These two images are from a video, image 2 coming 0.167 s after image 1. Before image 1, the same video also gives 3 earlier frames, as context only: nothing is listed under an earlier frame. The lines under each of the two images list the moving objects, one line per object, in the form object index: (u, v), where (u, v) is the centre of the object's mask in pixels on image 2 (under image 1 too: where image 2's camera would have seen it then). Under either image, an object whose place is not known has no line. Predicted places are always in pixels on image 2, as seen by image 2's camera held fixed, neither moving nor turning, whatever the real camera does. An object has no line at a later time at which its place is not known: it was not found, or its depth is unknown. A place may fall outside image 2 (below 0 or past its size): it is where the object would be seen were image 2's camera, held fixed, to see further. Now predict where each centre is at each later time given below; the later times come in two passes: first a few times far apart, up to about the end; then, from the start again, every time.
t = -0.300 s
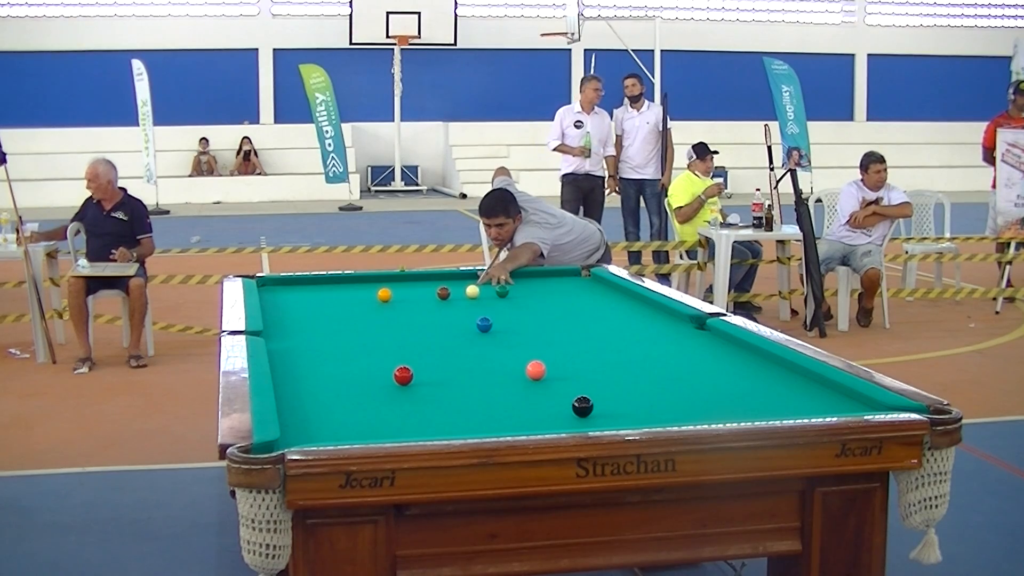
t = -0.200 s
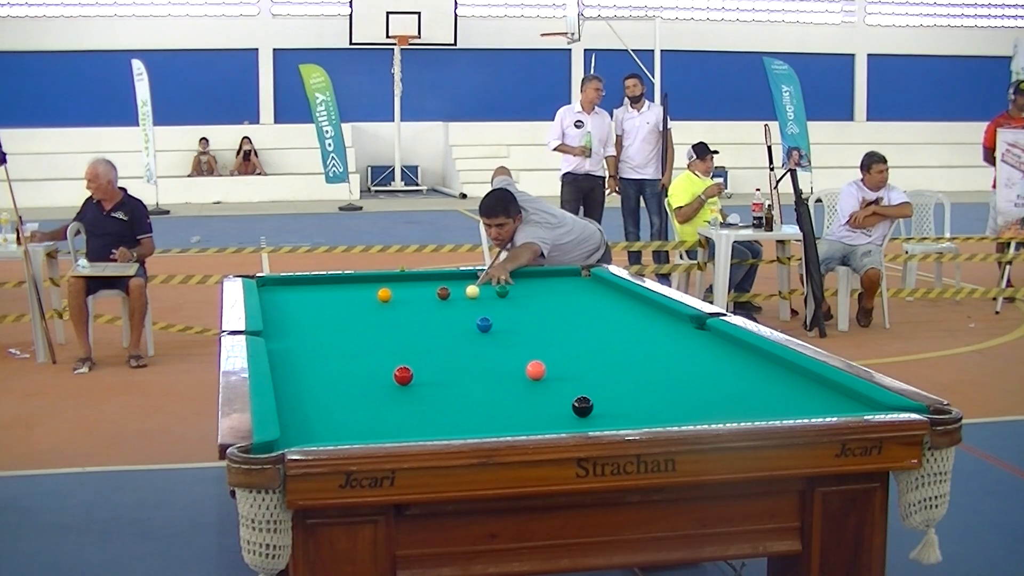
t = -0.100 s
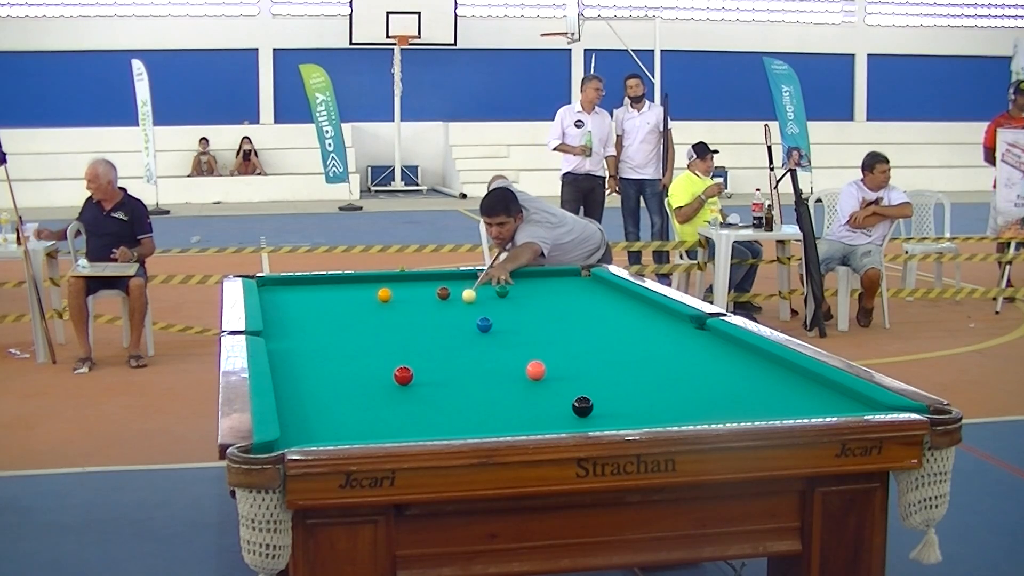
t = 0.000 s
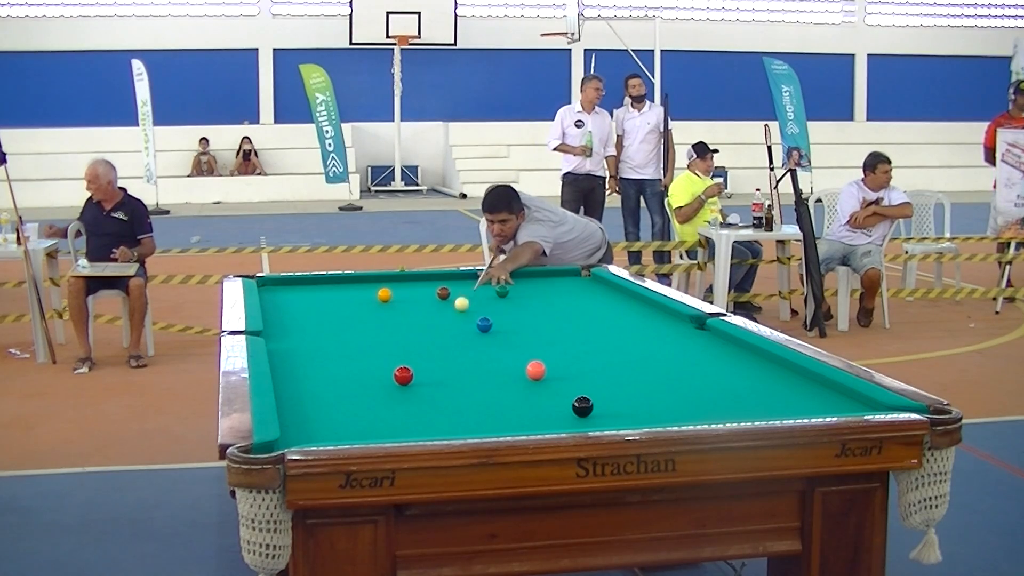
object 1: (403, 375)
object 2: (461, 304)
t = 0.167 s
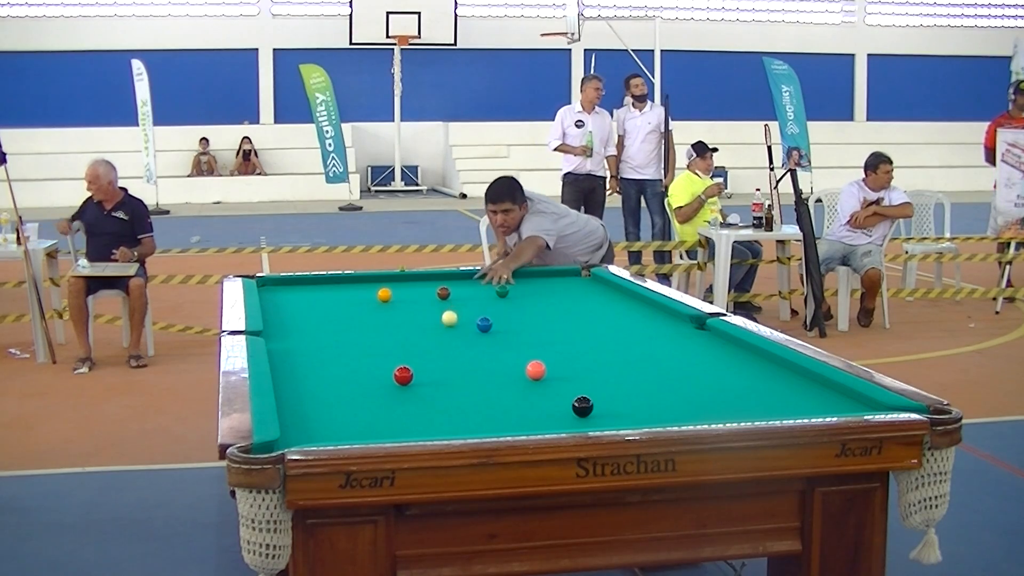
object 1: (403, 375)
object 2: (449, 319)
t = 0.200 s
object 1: (403, 375)
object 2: (447, 321)
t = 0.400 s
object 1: (403, 375)
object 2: (429, 341)
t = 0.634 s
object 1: (403, 376)
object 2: (407, 365)
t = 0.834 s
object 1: (400, 399)
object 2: (385, 375)
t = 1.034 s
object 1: (396, 421)
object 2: (364, 383)
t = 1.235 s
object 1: (390, 433)
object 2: (344, 390)
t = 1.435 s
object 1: (372, 423)
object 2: (323, 397)
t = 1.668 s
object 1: (355, 409)
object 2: (300, 405)
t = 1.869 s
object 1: (341, 399)
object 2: (289, 411)
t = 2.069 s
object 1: (330, 389)
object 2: (300, 415)
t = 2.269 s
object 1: (319, 381)
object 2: (309, 418)
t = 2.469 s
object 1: (310, 373)
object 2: (317, 422)
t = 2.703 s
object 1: (300, 365)
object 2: (326, 426)
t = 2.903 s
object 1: (293, 359)
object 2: (332, 428)
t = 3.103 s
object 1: (286, 354)
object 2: (337, 430)
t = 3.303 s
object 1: (280, 349)
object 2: (341, 431)
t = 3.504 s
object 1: (274, 345)
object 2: (344, 432)
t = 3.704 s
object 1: (271, 340)
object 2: (346, 433)
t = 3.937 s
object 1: (267, 335)
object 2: (348, 433)
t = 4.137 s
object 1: (270, 334)
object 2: (348, 433)
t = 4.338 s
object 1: (282, 333)
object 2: (348, 433)
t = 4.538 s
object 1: (291, 333)
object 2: (348, 433)
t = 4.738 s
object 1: (299, 332)
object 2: (348, 433)
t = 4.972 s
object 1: (306, 332)
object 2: (348, 433)
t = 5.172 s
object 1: (310, 331)
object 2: (348, 433)
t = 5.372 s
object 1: (313, 331)
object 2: (348, 433)
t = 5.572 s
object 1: (313, 331)
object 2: (348, 433)
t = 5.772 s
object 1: (313, 331)
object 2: (348, 433)
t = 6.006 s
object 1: (313, 331)
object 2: (348, 433)
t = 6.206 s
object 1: (313, 331)
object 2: (348, 433)
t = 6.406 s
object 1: (313, 331)
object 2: (348, 433)
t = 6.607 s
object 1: (313, 331)
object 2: (348, 433)
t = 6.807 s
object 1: (313, 331)
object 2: (348, 433)
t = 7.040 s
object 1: (313, 331)
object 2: (348, 433)
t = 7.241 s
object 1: (313, 331)
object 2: (348, 433)
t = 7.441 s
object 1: (313, 331)
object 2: (348, 433)
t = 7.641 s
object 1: (313, 331)
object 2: (348, 433)
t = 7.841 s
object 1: (313, 331)
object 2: (349, 433)
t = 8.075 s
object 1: (313, 331)
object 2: (349, 433)
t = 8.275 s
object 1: (313, 331)
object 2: (349, 433)
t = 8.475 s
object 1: (313, 331)
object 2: (348, 433)
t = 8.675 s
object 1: (313, 331)
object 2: (348, 433)
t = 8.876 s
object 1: (313, 331)
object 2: (348, 433)
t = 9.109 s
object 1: (313, 331)
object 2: (348, 433)
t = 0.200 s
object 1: (403, 375)
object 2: (447, 321)
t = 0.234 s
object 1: (403, 375)
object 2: (444, 325)
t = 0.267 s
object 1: (403, 375)
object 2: (441, 328)
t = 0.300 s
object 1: (403, 375)
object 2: (438, 331)
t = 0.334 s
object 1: (403, 375)
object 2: (435, 334)
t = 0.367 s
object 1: (403, 375)
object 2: (432, 338)
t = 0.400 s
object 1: (403, 375)
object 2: (429, 341)
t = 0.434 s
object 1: (403, 375)
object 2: (426, 345)
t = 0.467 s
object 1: (403, 375)
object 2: (423, 349)
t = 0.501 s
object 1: (403, 375)
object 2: (420, 353)
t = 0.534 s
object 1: (403, 375)
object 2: (416, 357)
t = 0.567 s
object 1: (403, 376)
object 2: (413, 360)
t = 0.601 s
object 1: (403, 376)
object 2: (410, 363)
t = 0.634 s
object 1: (403, 376)
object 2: (407, 365)
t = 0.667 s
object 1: (403, 378)
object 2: (401, 367)
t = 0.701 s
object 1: (402, 382)
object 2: (398, 369)
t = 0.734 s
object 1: (402, 386)
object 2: (395, 371)
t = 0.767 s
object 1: (401, 391)
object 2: (392, 373)
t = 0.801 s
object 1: (400, 394)
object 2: (388, 374)
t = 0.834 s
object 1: (400, 399)
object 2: (385, 375)
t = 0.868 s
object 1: (399, 403)
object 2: (382, 376)
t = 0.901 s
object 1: (399, 406)
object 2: (378, 378)
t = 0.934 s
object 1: (398, 410)
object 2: (375, 379)
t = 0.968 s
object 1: (397, 414)
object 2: (371, 380)
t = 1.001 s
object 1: (397, 417)
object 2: (368, 381)
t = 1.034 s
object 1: (396, 421)
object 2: (364, 383)
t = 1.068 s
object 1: (396, 425)
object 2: (361, 384)
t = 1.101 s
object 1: (395, 428)
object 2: (357, 385)
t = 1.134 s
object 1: (394, 431)
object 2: (354, 386)
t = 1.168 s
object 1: (394, 433)
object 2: (351, 387)
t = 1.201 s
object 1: (393, 434)
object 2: (347, 389)
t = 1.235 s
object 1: (390, 433)
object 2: (344, 390)
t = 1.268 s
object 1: (386, 432)
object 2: (340, 391)
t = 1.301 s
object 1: (383, 430)
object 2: (337, 392)
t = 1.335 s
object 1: (380, 429)
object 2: (333, 393)
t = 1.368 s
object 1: (378, 428)
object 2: (330, 394)
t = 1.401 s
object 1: (375, 425)
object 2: (327, 396)
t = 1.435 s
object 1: (372, 423)
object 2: (323, 397)
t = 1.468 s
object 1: (369, 421)
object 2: (320, 398)
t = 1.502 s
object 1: (367, 419)
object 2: (316, 399)
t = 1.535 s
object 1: (364, 417)
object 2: (313, 400)
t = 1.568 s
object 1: (362, 415)
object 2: (310, 401)
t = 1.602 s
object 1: (359, 413)
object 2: (306, 403)
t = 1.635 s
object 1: (357, 411)
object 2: (303, 404)
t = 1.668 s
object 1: (355, 409)
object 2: (300, 405)
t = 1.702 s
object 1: (352, 408)
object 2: (296, 406)
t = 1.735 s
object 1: (350, 406)
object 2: (293, 407)
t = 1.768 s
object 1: (348, 404)
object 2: (290, 408)
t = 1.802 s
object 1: (346, 402)
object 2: (287, 409)
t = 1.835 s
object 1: (344, 400)
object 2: (288, 410)
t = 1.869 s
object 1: (341, 399)
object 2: (289, 411)
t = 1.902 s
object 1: (340, 397)
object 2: (291, 412)
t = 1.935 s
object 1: (338, 395)
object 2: (293, 412)
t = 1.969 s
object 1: (336, 394)
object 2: (295, 413)
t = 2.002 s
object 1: (334, 392)
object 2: (296, 413)
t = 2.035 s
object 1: (332, 391)
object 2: (298, 414)
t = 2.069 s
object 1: (330, 389)
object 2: (300, 415)
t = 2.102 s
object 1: (328, 388)
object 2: (301, 415)
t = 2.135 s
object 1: (326, 386)
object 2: (303, 416)
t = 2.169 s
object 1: (325, 385)
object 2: (304, 417)
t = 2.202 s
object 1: (323, 384)
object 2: (306, 417)
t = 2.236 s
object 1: (321, 382)
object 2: (308, 418)
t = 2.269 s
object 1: (319, 381)
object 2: (309, 418)
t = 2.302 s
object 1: (318, 379)
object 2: (311, 419)
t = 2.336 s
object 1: (316, 378)
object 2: (312, 420)
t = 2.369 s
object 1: (314, 377)
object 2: (313, 420)
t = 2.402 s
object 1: (313, 376)
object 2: (315, 421)
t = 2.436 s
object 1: (311, 374)
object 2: (316, 421)
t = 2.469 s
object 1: (310, 373)
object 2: (317, 422)
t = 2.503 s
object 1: (308, 372)
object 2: (319, 422)
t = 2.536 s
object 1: (307, 371)
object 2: (320, 423)
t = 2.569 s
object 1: (306, 370)
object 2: (321, 424)
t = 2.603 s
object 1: (304, 369)
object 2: (322, 424)
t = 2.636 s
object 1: (303, 368)
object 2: (324, 425)
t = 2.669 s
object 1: (301, 367)
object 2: (325, 425)
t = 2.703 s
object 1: (300, 365)
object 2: (326, 426)
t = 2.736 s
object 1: (299, 364)
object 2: (327, 426)
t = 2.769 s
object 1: (297, 363)
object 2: (328, 426)
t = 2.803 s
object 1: (296, 362)
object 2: (329, 427)
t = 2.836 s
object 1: (295, 361)
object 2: (330, 427)
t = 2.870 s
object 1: (294, 360)
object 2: (331, 428)
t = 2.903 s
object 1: (293, 359)
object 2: (332, 428)
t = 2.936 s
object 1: (291, 358)
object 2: (333, 428)
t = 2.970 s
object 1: (290, 358)
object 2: (334, 429)
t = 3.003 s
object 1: (289, 357)
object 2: (335, 429)
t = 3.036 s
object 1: (288, 356)
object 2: (335, 429)
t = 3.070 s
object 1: (287, 355)
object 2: (336, 429)
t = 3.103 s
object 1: (286, 354)
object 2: (337, 430)
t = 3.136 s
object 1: (285, 353)
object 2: (337, 430)
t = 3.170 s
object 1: (284, 352)
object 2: (338, 430)
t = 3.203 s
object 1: (283, 351)
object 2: (339, 431)
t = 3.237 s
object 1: (282, 351)
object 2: (339, 431)
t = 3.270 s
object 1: (281, 350)
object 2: (340, 431)
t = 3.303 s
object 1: (280, 349)
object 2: (341, 431)
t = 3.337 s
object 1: (279, 348)
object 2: (341, 431)
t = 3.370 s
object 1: (278, 347)
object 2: (342, 432)
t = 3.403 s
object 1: (277, 347)
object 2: (343, 432)
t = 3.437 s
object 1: (276, 346)
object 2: (343, 432)
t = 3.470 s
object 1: (275, 345)
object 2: (344, 432)
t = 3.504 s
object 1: (274, 345)
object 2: (344, 432)
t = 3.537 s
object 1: (273, 344)
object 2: (345, 432)
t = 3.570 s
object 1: (273, 343)
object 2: (345, 432)
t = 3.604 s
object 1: (272, 342)
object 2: (346, 432)
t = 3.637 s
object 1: (272, 341)
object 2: (346, 432)
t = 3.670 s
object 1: (271, 341)
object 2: (346, 433)
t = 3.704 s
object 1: (271, 340)
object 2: (346, 433)
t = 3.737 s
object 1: (271, 340)
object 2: (347, 433)
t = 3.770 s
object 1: (270, 339)
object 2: (347, 433)
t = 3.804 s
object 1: (269, 338)
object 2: (347, 433)
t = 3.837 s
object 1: (269, 337)
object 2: (348, 433)
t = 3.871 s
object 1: (268, 337)
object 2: (348, 433)
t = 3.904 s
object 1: (268, 336)
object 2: (348, 433)
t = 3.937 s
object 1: (267, 335)
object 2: (348, 433)
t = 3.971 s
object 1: (266, 334)
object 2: (348, 433)
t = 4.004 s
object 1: (265, 334)
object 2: (348, 433)
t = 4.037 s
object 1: (265, 333)
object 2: (348, 433)
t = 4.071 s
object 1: (266, 334)
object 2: (348, 433)
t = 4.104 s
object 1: (268, 334)
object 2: (348, 433)
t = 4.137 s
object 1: (270, 334)
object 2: (348, 433)
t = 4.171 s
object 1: (272, 334)
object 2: (348, 433)
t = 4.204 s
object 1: (275, 334)
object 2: (348, 433)
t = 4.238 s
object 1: (276, 333)
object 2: (348, 433)
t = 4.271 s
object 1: (278, 333)
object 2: (348, 433)
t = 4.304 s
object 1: (280, 333)
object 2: (348, 433)
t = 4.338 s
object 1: (282, 333)
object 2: (348, 433)
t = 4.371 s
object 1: (284, 333)
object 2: (348, 433)
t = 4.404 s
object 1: (285, 333)
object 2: (348, 433)
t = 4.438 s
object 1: (287, 333)
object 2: (348, 433)
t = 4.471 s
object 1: (288, 333)
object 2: (348, 433)
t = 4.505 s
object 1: (290, 333)
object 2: (348, 433)
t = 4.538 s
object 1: (291, 333)
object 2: (348, 433)
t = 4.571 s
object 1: (292, 332)
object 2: (348, 433)
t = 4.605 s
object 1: (294, 332)
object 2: (348, 433)
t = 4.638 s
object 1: (295, 332)
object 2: (348, 433)
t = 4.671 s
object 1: (296, 332)
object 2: (348, 433)
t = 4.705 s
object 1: (298, 332)
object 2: (348, 433)
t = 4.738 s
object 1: (299, 332)
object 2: (348, 433)
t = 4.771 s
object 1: (300, 332)
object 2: (348, 433)
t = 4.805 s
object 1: (301, 332)
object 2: (348, 433)
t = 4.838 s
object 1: (302, 332)
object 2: (348, 433)
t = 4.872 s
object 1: (303, 332)
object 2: (348, 433)
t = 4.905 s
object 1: (304, 332)
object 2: (348, 433)
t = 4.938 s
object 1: (305, 332)
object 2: (348, 433)
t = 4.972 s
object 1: (306, 332)
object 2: (348, 433)
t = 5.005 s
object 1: (307, 331)
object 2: (348, 433)
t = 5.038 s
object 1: (307, 331)
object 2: (348, 433)
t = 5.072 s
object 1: (308, 331)
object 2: (348, 433)
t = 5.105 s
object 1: (309, 331)
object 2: (348, 433)
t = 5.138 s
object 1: (309, 331)
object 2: (348, 433)
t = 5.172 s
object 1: (310, 331)
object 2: (348, 433)
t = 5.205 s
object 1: (310, 331)
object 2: (348, 433)
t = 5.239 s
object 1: (311, 331)
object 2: (348, 433)
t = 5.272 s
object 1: (311, 331)
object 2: (348, 433)
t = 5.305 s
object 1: (312, 331)
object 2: (349, 433)
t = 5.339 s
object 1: (312, 331)
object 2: (348, 433)
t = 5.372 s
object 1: (313, 331)
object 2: (348, 433)
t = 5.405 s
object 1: (313, 331)
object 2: (348, 433)
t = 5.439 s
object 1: (313, 331)
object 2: (348, 433)
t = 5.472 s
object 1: (313, 331)
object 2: (349, 433)
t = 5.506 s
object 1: (313, 331)
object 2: (348, 433)
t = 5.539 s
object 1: (313, 331)
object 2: (348, 433)
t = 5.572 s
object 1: (313, 331)
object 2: (348, 433)
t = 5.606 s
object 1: (313, 331)
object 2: (348, 433)
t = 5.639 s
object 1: (313, 331)
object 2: (349, 433)
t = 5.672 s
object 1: (313, 331)
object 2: (348, 433)
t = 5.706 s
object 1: (313, 331)
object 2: (348, 433)
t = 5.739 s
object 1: (313, 331)
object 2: (348, 433)
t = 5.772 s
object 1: (313, 331)
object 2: (348, 433)
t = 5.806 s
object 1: (313, 331)
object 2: (348, 433)
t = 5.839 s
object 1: (313, 331)
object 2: (348, 433)
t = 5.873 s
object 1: (313, 331)
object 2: (348, 433)
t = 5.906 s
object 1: (313, 331)
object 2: (348, 433)
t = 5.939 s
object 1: (313, 331)
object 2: (348, 433)
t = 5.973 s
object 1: (313, 331)
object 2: (348, 433)
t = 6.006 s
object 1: (313, 331)
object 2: (348, 433)
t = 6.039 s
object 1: (313, 331)
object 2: (348, 433)
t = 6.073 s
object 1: (313, 331)
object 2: (348, 433)
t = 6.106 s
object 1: (313, 331)
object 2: (349, 433)
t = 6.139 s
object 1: (313, 331)
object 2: (348, 433)
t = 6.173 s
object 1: (313, 331)
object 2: (348, 433)
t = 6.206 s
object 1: (313, 331)
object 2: (348, 433)
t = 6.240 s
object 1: (313, 331)
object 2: (348, 433)
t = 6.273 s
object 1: (313, 331)
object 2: (348, 433)
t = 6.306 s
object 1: (313, 331)
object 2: (348, 433)
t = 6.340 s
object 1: (313, 331)
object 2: (348, 433)
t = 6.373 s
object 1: (313, 331)
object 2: (348, 433)
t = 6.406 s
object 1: (313, 331)
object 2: (348, 433)
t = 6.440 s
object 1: (313, 331)
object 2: (348, 433)
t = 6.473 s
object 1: (313, 331)
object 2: (348, 433)
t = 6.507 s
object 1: (313, 331)
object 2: (348, 433)
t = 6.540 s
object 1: (313, 331)
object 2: (348, 433)
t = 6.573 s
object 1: (313, 331)
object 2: (348, 433)
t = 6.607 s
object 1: (313, 331)
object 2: (348, 433)
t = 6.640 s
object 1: (313, 331)
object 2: (348, 433)
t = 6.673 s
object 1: (313, 331)
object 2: (348, 433)
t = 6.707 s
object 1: (313, 331)
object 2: (348, 433)
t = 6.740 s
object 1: (313, 331)
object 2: (348, 433)
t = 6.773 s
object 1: (313, 331)
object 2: (348, 433)
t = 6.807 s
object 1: (313, 331)
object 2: (348, 433)
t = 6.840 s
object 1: (313, 331)
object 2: (348, 433)
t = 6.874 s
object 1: (313, 331)
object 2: (348, 433)
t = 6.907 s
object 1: (313, 331)
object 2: (348, 433)
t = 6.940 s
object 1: (313, 331)
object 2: (348, 433)
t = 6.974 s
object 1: (313, 331)
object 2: (348, 433)
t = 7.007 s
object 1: (313, 331)
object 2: (348, 433)
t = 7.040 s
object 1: (313, 331)
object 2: (348, 433)
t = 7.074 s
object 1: (313, 331)
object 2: (348, 433)
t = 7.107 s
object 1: (313, 331)
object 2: (348, 433)
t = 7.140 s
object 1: (313, 331)
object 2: (348, 433)
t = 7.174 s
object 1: (313, 331)
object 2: (348, 433)
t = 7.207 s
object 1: (313, 331)
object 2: (348, 433)
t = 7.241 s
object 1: (313, 331)
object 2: (348, 433)
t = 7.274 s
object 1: (313, 331)
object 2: (348, 433)
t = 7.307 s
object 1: (313, 331)
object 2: (348, 433)
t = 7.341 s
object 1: (313, 331)
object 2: (348, 433)
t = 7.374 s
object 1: (313, 331)
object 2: (348, 433)
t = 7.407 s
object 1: (313, 331)
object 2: (348, 433)
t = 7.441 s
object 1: (313, 331)
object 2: (348, 433)
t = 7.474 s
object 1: (313, 331)
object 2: (348, 433)
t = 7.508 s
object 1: (313, 331)
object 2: (348, 433)
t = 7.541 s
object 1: (313, 331)
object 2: (348, 433)
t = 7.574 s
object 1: (313, 331)
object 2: (348, 433)
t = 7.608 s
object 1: (313, 331)
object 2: (348, 433)
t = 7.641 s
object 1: (313, 331)
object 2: (348, 433)
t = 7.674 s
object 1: (313, 331)
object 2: (348, 433)
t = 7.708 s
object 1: (313, 331)
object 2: (349, 433)
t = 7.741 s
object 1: (313, 331)
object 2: (349, 433)
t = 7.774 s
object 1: (313, 331)
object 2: (348, 433)
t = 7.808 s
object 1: (313, 331)
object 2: (349, 433)
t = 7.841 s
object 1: (313, 331)
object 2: (349, 433)
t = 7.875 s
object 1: (313, 331)
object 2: (349, 433)
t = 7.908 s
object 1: (313, 331)
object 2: (349, 433)
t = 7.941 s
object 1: (313, 331)
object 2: (349, 433)
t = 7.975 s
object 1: (313, 331)
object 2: (349, 433)
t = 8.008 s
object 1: (313, 331)
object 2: (349, 433)
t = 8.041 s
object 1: (313, 331)
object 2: (349, 433)
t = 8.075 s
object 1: (313, 331)
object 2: (349, 433)
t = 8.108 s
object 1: (313, 331)
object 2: (349, 433)
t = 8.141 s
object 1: (313, 331)
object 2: (349, 433)
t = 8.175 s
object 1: (313, 331)
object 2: (349, 433)
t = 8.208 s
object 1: (313, 331)
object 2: (349, 433)
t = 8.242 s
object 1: (313, 331)
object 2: (349, 433)
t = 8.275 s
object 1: (313, 331)
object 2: (349, 433)
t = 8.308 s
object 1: (313, 331)
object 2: (349, 433)
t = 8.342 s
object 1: (313, 331)
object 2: (349, 433)
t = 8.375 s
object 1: (313, 331)
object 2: (349, 433)
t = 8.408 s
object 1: (313, 331)
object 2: (348, 433)
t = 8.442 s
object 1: (313, 331)
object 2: (349, 433)
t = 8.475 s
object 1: (313, 331)
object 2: (348, 433)
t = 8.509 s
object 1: (313, 331)
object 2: (349, 433)
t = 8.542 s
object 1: (313, 331)
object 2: (349, 433)
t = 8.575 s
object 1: (313, 331)
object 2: (349, 433)
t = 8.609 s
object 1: (313, 331)
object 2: (349, 433)
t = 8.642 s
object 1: (313, 331)
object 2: (349, 433)
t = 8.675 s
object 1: (313, 331)
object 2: (348, 433)
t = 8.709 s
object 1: (313, 331)
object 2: (349, 433)
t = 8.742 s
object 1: (313, 331)
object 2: (348, 433)
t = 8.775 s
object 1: (313, 331)
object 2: (348, 433)
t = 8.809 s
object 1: (313, 331)
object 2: (348, 433)
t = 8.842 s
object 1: (313, 331)
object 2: (348, 433)
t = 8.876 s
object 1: (313, 331)
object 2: (348, 433)
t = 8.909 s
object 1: (313, 331)
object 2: (348, 433)
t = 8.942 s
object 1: (313, 331)
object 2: (348, 433)
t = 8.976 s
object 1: (313, 331)
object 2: (348, 433)
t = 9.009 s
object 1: (313, 331)
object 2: (348, 433)
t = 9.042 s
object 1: (313, 331)
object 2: (348, 433)
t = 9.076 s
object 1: (313, 331)
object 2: (348, 433)
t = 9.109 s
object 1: (313, 331)
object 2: (348, 433)
